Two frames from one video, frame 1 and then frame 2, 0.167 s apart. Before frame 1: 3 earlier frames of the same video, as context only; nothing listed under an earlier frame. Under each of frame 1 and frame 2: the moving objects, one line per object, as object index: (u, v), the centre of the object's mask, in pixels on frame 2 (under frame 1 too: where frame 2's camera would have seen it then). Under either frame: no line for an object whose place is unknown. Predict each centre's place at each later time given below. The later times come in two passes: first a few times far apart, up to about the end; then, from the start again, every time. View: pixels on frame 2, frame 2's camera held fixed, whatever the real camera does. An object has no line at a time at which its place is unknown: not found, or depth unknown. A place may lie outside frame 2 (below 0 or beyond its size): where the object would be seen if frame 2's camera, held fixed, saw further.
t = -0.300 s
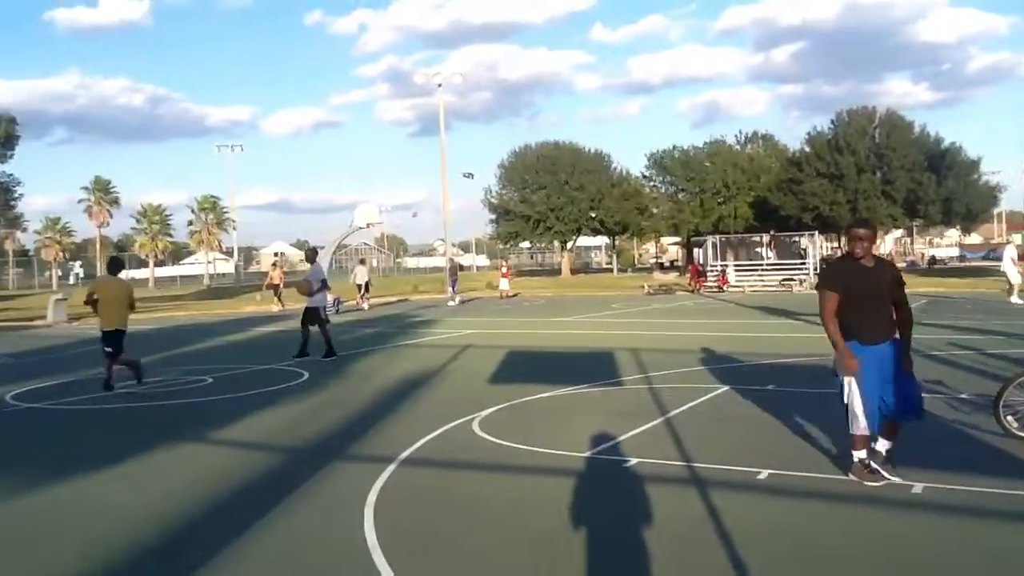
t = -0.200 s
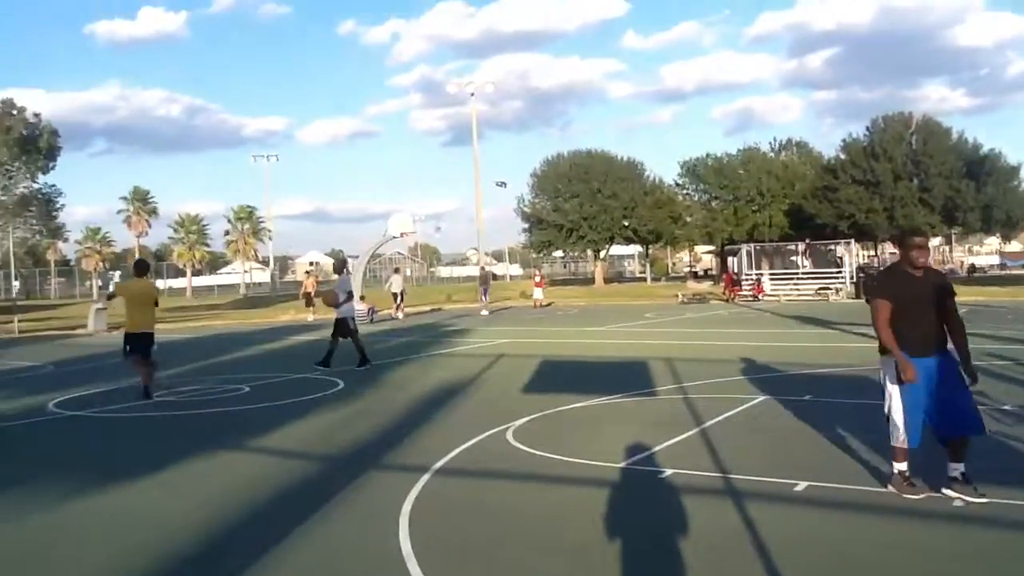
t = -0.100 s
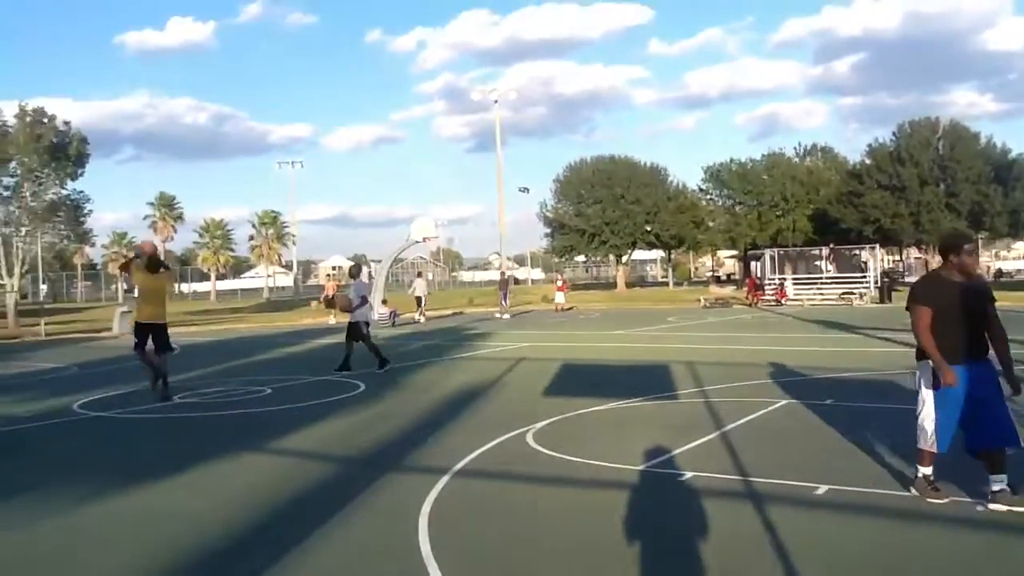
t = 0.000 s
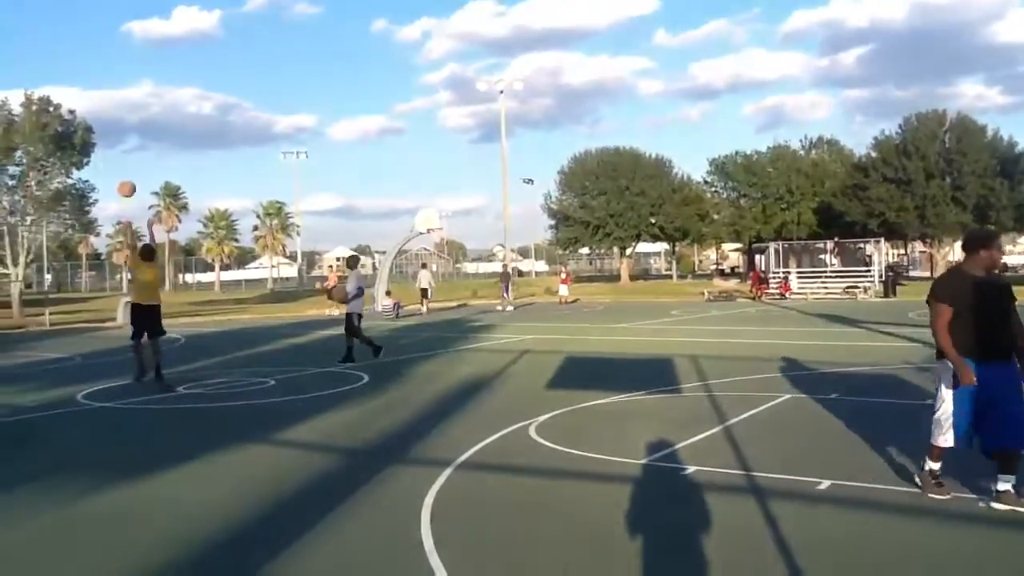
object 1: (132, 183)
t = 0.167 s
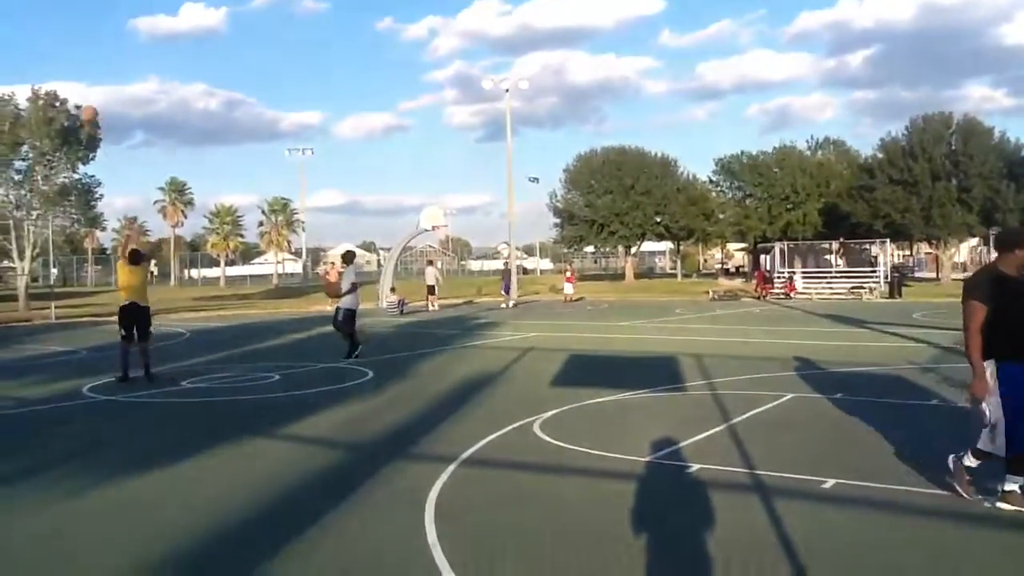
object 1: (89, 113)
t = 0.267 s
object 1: (64, 81)
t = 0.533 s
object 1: (9, 31)
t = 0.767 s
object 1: (-27, 28)
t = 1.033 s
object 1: (-64, 59)
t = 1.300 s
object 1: (-92, 121)
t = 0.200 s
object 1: (81, 103)
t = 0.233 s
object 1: (73, 91)
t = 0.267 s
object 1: (64, 81)
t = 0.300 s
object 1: (55, 72)
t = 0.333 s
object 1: (47, 63)
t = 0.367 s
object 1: (39, 56)
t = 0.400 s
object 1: (32, 50)
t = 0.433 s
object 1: (25, 44)
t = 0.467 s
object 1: (18, 39)
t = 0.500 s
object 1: (12, 34)
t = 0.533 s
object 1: (9, 31)
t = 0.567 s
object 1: (3, 29)
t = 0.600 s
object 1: (-2, 29)
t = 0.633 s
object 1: (-7, 29)
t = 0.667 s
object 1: (-12, 27)
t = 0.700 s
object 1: (-17, 27)
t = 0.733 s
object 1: (-22, 27)
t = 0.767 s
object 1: (-27, 28)
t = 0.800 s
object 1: (-32, 31)
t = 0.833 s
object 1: (-38, 32)
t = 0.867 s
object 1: (-44, 36)
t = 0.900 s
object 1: (-47, 41)
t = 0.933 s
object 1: (-51, 44)
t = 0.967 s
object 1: (-55, 49)
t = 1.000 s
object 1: (-60, 54)
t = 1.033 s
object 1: (-64, 59)
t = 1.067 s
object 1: (-68, 65)
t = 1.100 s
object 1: (-72, 71)
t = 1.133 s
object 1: (-75, 79)
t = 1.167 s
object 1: (-78, 87)
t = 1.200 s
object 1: (-82, 94)
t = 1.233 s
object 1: (-86, 103)
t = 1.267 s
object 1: (-89, 112)
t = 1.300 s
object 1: (-92, 121)
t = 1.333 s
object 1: (-95, 131)
